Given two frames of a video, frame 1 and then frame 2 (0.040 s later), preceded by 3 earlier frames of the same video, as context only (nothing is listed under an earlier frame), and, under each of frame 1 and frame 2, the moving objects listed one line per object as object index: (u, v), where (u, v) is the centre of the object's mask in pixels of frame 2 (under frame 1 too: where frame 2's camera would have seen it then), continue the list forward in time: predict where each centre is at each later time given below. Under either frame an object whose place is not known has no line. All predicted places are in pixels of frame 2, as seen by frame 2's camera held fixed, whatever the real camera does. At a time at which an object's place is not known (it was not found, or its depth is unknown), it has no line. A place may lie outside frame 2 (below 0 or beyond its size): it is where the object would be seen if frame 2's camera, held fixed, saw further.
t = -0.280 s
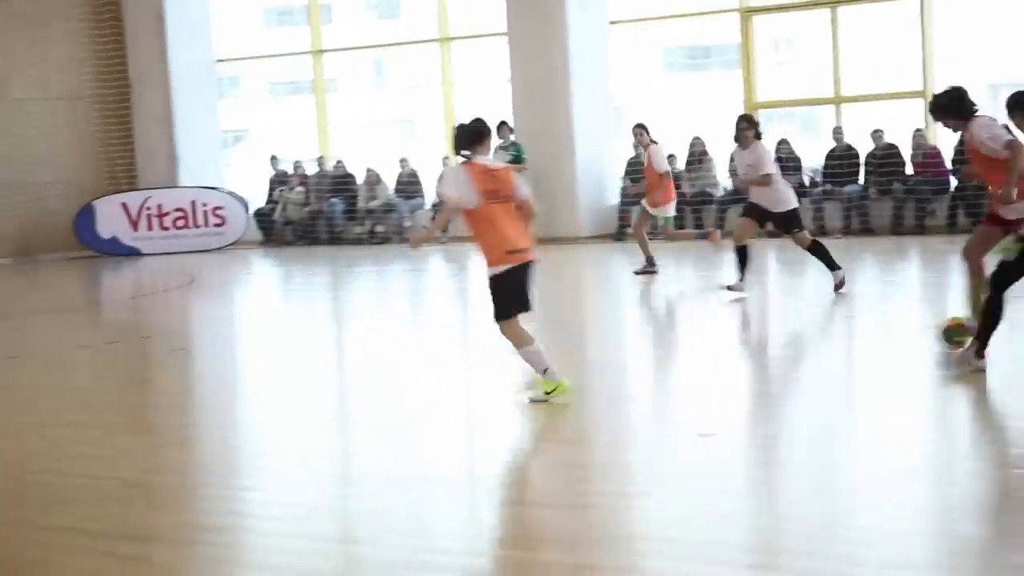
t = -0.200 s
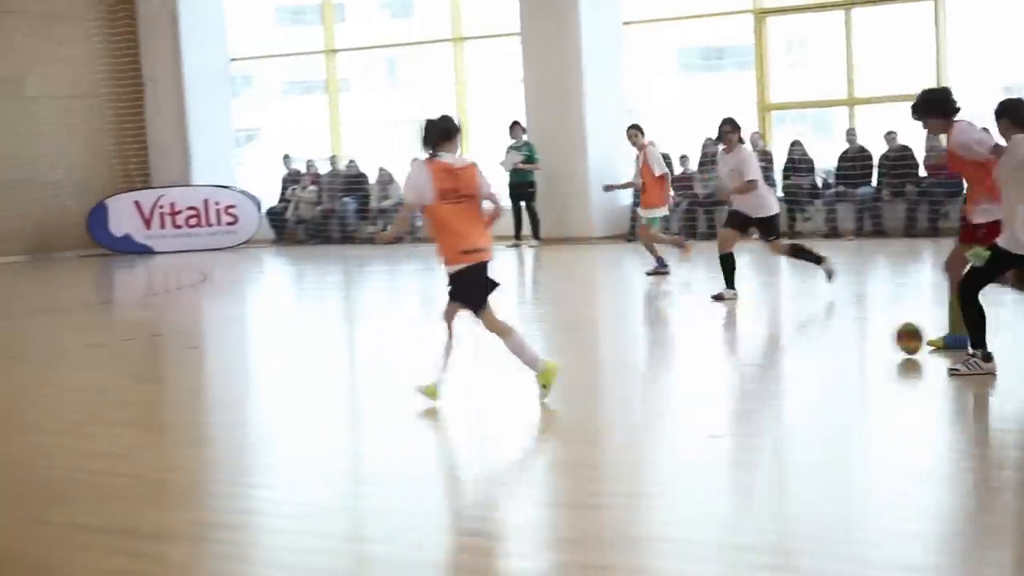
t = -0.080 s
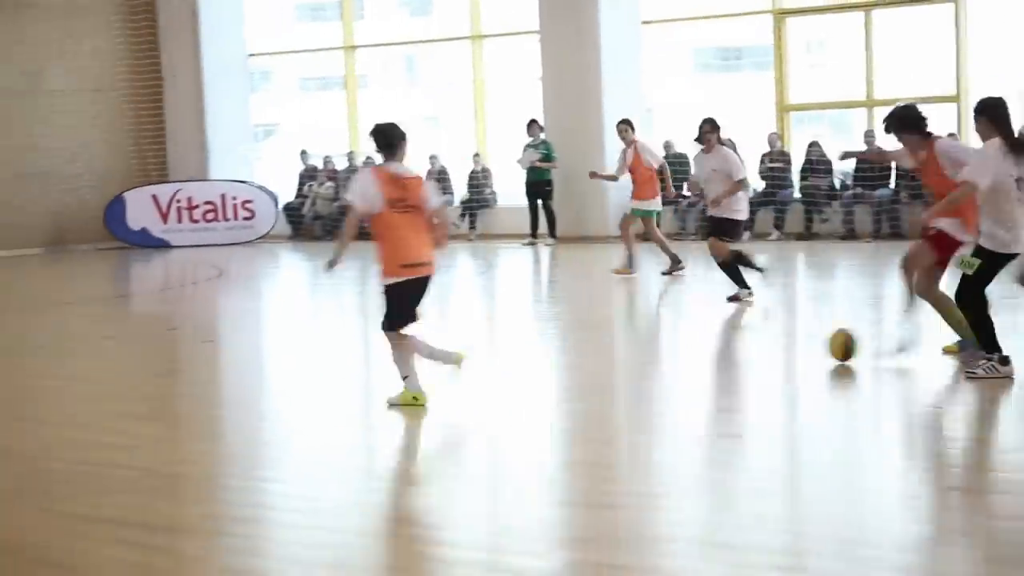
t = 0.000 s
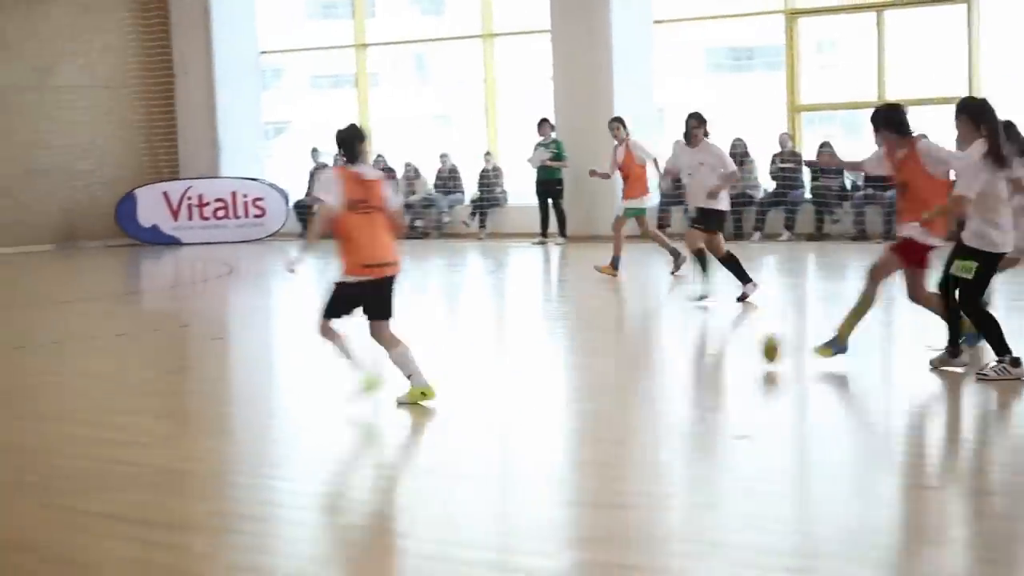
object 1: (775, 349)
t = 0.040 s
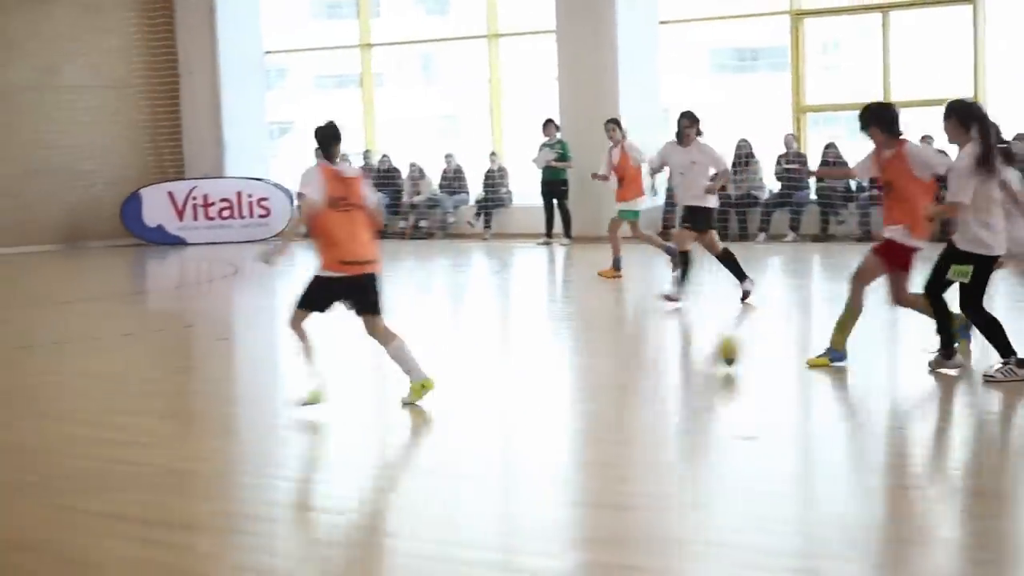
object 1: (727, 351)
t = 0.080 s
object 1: (683, 354)
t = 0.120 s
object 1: (643, 356)
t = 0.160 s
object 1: (595, 358)
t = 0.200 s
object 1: (557, 358)
